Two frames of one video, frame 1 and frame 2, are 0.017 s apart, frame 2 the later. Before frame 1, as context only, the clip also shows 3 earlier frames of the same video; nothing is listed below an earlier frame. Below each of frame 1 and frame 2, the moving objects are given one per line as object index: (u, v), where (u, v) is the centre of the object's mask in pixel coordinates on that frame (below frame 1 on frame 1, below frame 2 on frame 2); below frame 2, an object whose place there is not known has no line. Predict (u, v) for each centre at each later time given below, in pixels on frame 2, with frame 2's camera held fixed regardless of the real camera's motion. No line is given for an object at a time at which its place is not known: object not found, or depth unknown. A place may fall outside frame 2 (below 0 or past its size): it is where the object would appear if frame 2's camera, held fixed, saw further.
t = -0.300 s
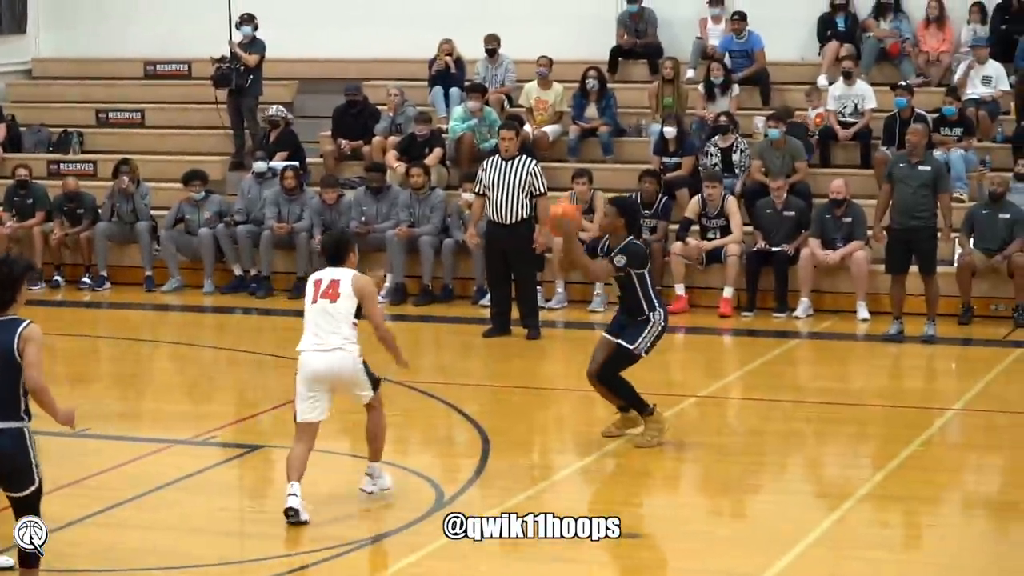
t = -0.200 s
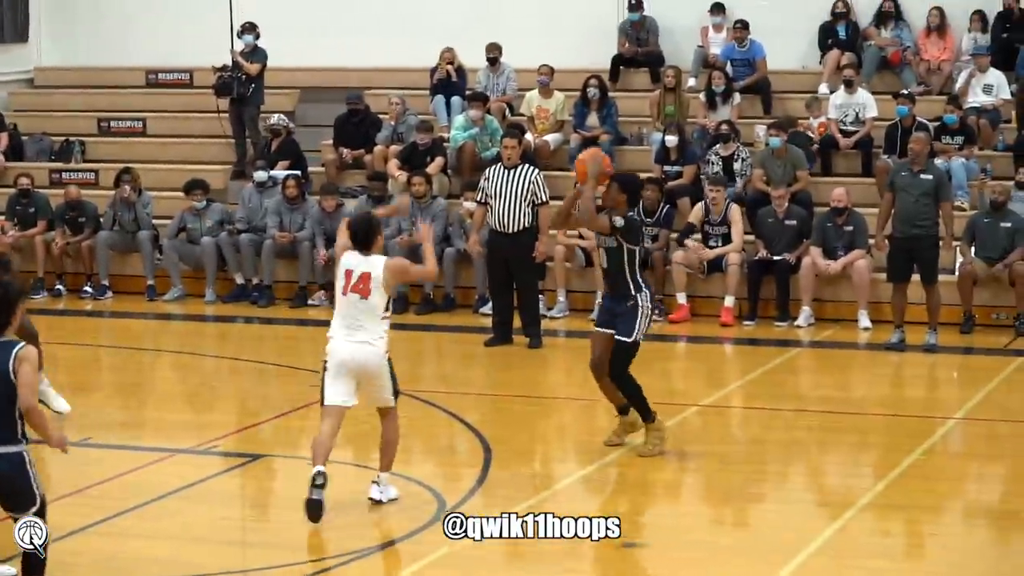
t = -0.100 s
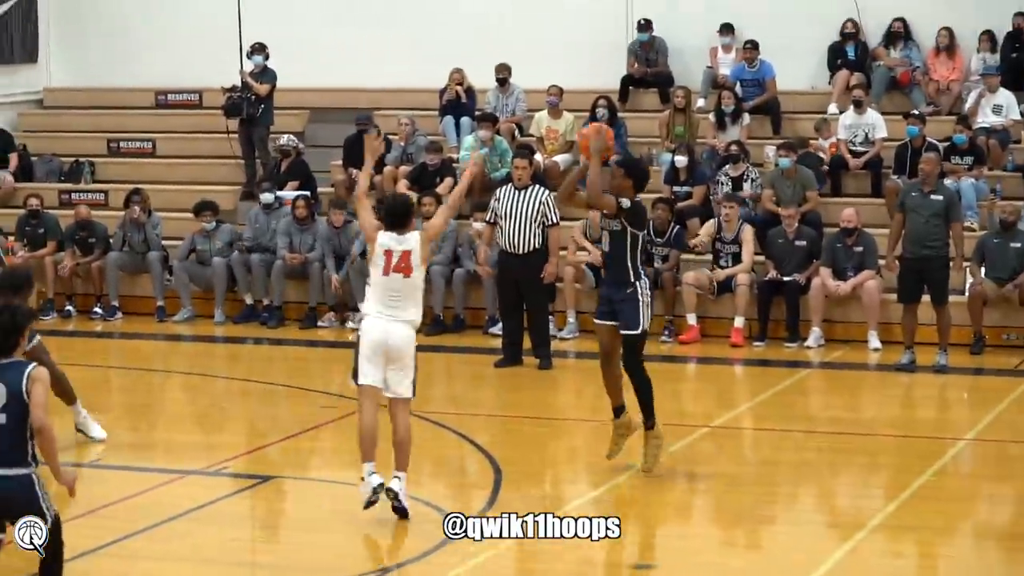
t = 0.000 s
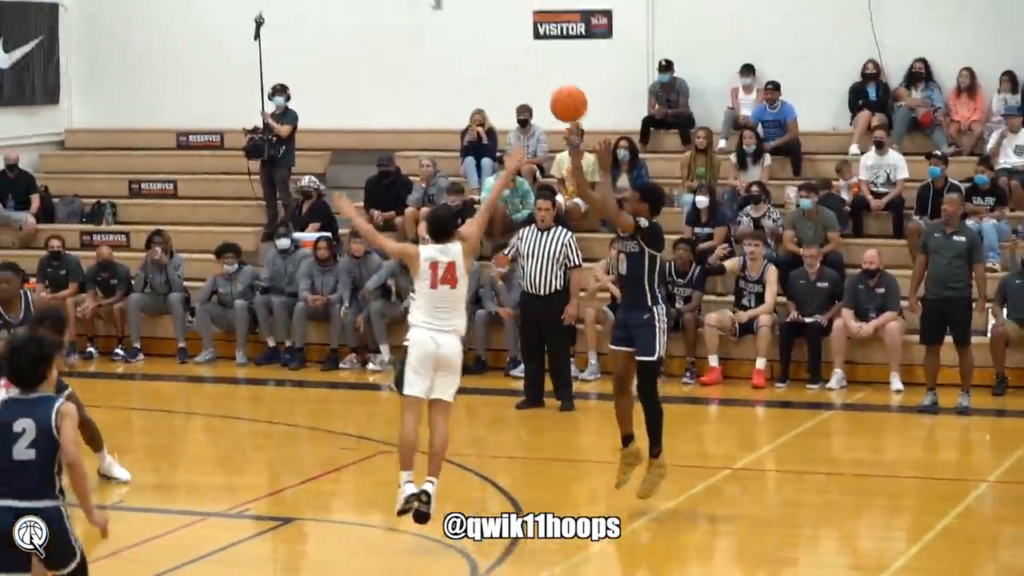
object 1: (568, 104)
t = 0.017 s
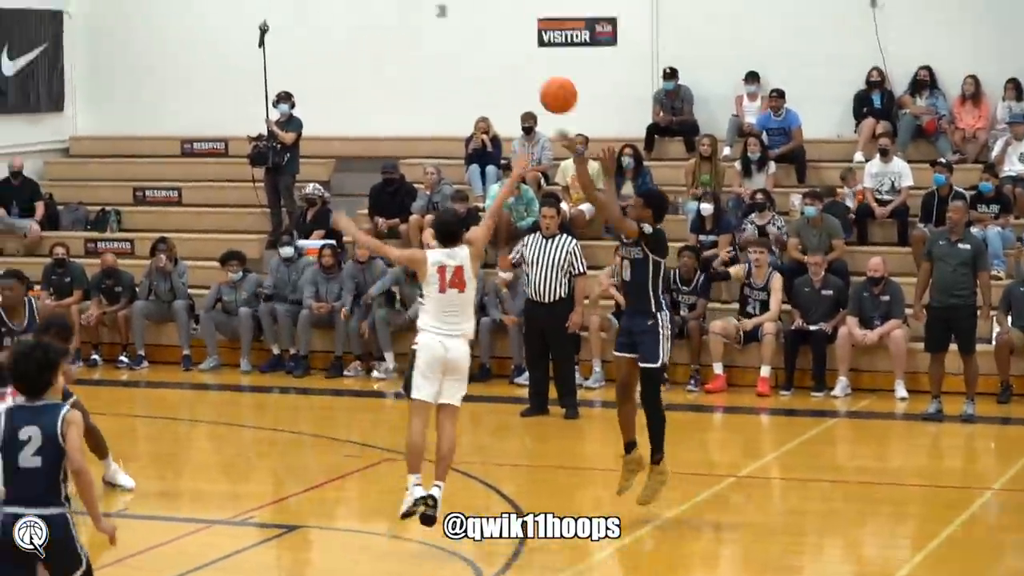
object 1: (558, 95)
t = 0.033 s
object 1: (541, 78)
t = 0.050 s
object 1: (524, 62)
